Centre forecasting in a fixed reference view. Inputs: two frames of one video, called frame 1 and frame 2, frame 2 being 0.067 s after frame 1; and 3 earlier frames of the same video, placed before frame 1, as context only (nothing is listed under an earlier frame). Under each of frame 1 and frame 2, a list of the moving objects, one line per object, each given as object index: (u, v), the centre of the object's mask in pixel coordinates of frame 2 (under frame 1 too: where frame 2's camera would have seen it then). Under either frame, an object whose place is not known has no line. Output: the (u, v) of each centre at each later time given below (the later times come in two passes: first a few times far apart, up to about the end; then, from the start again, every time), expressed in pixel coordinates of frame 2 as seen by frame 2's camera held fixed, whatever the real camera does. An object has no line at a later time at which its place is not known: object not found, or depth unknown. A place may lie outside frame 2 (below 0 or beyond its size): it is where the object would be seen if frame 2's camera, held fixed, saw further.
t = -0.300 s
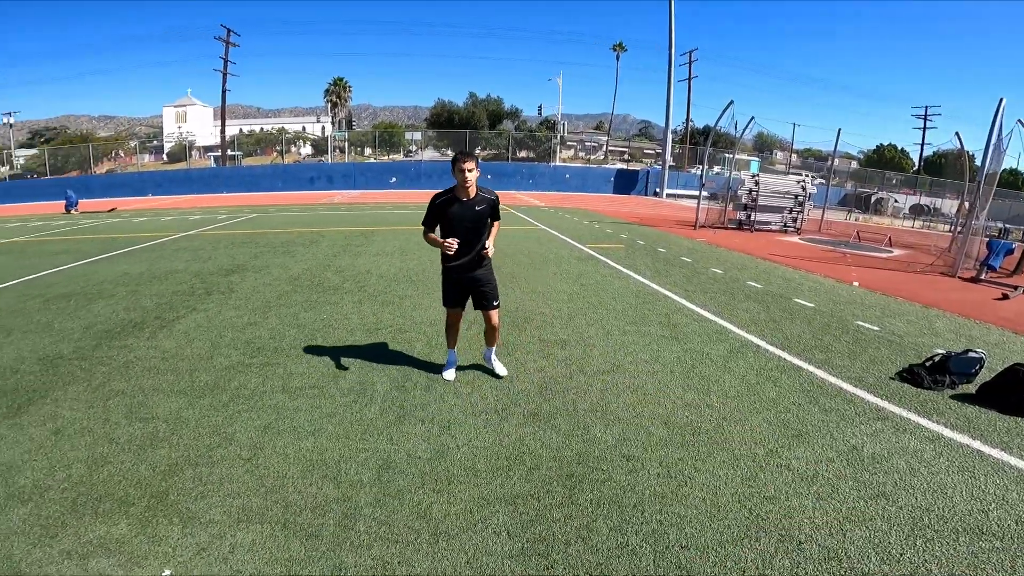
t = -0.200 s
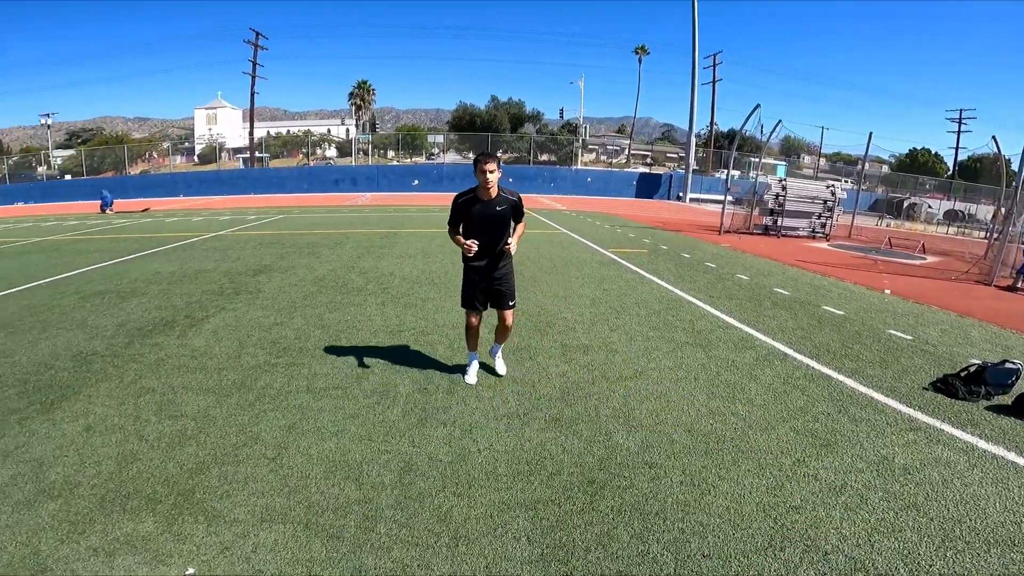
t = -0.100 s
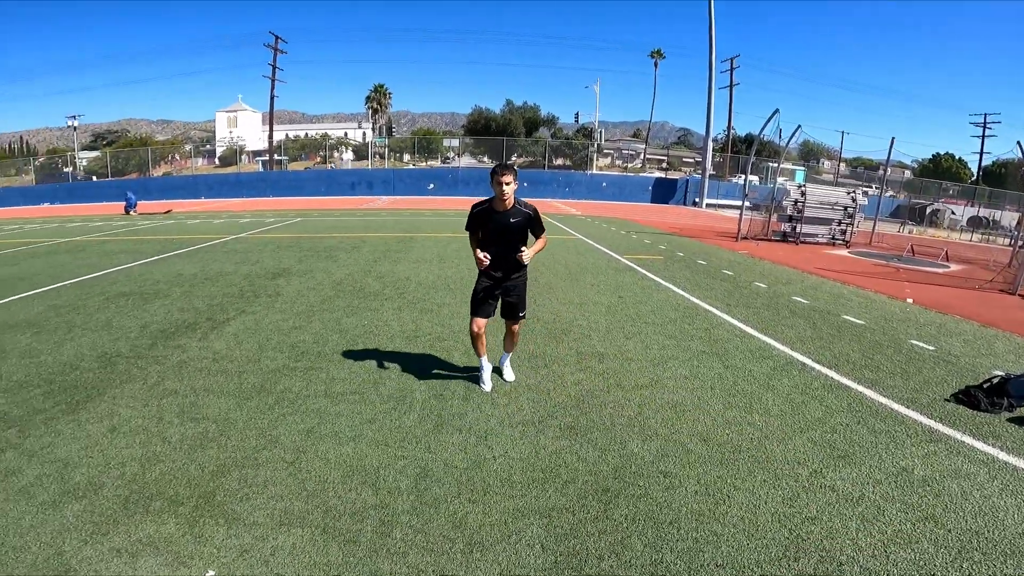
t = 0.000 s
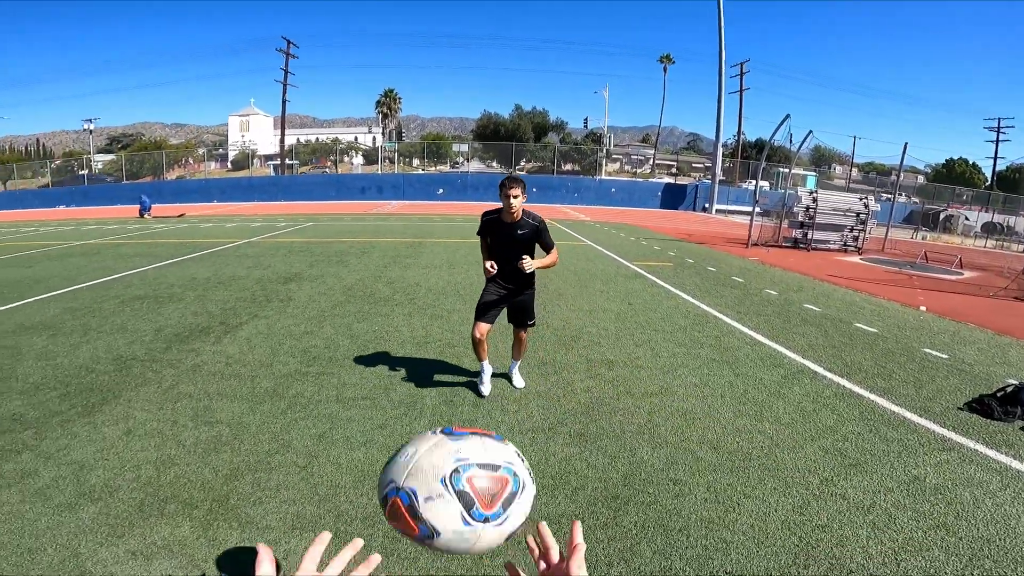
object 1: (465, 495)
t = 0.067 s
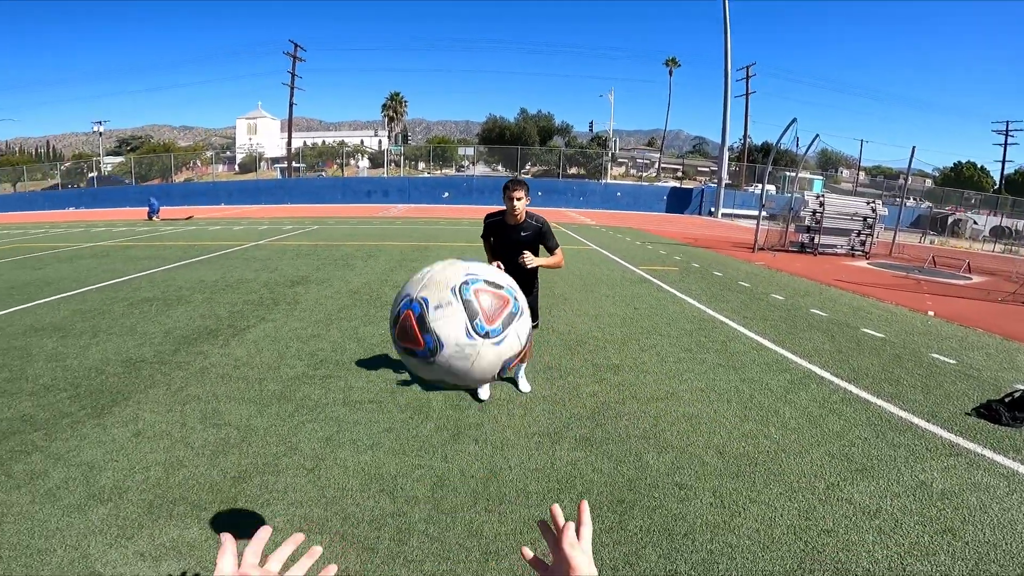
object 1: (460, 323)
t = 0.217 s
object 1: (460, 135)
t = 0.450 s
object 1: (459, 122)
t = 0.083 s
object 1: (460, 288)
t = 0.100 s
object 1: (460, 256)
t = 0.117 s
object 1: (460, 229)
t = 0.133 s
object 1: (460, 206)
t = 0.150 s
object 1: (460, 187)
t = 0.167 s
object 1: (460, 170)
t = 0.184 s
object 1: (460, 156)
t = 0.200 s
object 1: (460, 145)
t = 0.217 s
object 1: (460, 135)
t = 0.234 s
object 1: (461, 128)
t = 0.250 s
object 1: (461, 122)
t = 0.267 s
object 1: (460, 117)
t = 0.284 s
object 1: (461, 115)
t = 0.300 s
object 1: (461, 113)
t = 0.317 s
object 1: (467, 114)
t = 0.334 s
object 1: (461, 111)
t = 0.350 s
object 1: (461, 111)
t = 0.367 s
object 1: (460, 111)
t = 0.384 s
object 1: (460, 112)
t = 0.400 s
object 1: (460, 114)
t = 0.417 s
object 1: (460, 116)
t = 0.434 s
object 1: (460, 119)
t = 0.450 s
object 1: (459, 122)
